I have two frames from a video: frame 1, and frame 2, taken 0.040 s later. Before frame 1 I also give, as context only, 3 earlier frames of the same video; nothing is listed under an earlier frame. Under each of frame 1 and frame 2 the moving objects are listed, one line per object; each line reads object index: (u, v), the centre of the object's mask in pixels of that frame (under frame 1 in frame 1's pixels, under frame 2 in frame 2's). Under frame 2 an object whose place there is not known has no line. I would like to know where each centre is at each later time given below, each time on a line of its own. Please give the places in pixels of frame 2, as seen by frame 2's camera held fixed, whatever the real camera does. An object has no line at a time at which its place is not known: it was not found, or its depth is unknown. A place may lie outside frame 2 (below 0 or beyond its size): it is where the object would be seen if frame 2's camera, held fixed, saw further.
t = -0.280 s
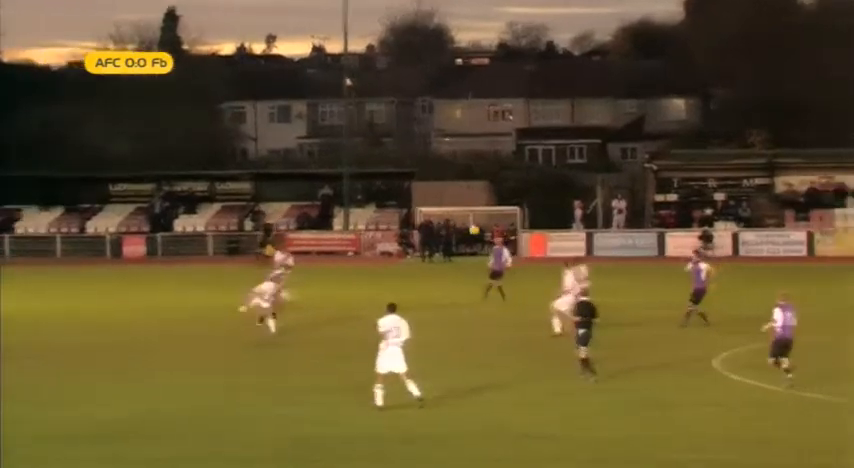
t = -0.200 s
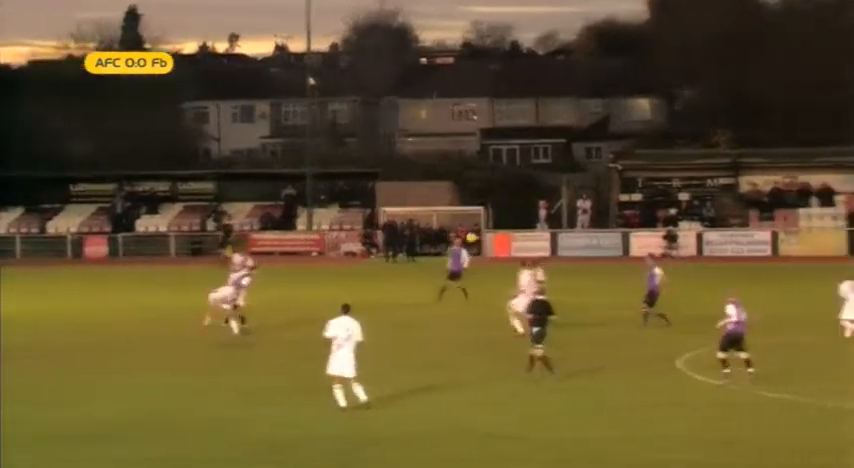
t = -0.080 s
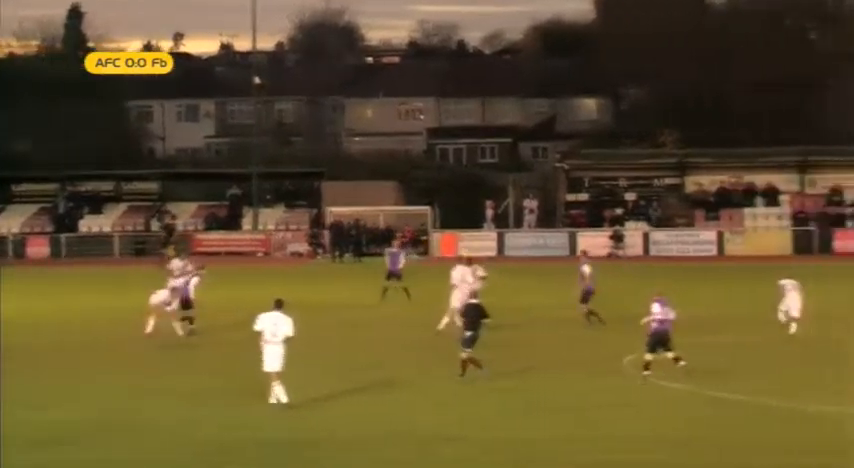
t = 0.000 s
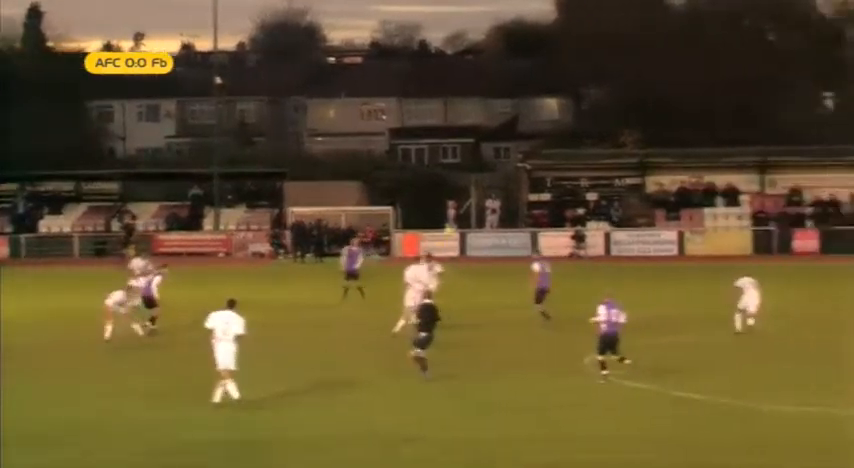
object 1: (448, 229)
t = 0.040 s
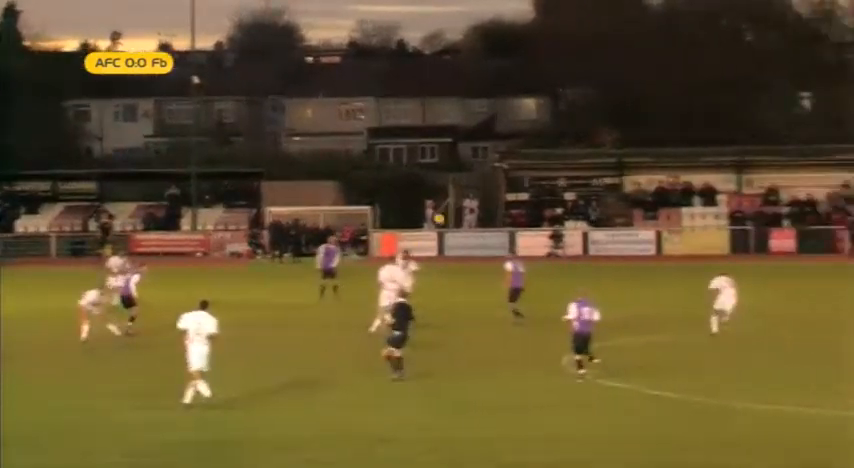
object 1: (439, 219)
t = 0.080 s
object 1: (450, 206)
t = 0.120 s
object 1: (462, 195)
